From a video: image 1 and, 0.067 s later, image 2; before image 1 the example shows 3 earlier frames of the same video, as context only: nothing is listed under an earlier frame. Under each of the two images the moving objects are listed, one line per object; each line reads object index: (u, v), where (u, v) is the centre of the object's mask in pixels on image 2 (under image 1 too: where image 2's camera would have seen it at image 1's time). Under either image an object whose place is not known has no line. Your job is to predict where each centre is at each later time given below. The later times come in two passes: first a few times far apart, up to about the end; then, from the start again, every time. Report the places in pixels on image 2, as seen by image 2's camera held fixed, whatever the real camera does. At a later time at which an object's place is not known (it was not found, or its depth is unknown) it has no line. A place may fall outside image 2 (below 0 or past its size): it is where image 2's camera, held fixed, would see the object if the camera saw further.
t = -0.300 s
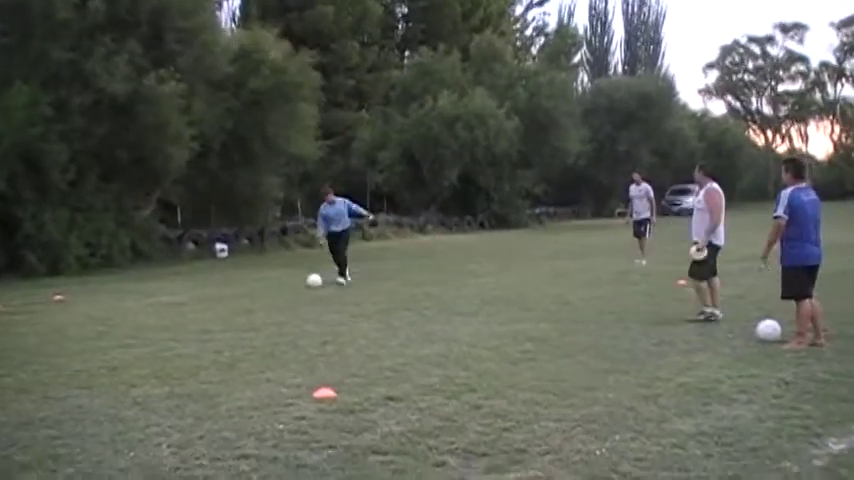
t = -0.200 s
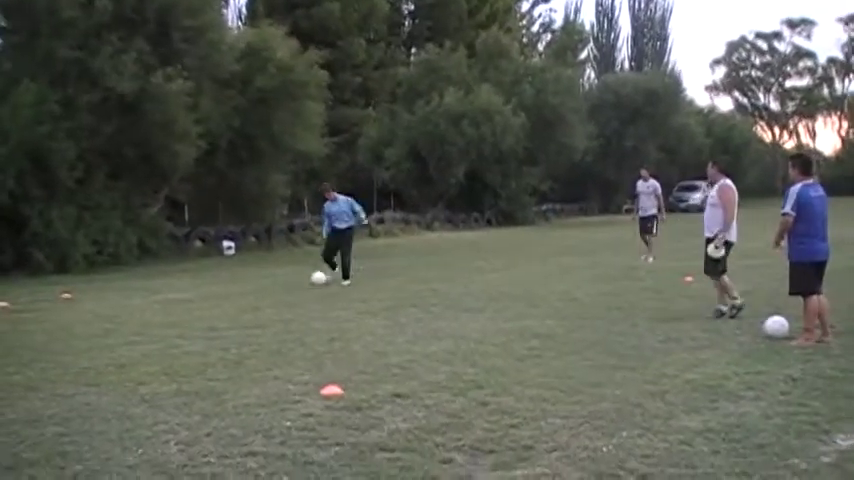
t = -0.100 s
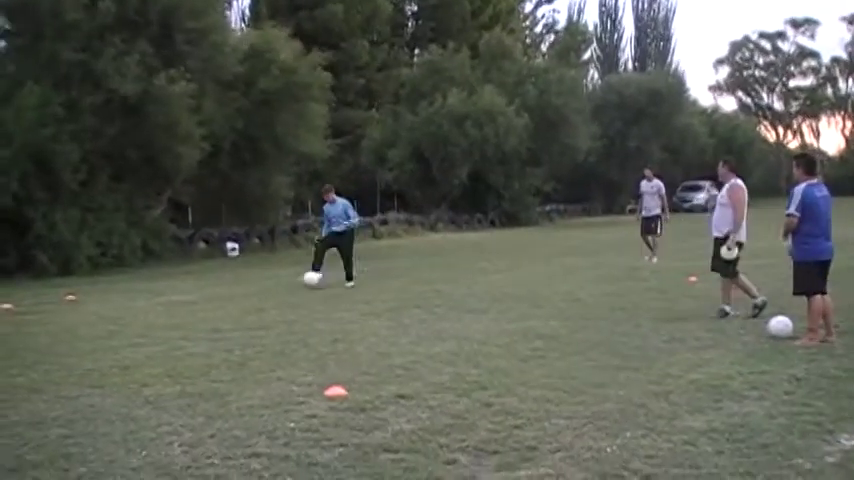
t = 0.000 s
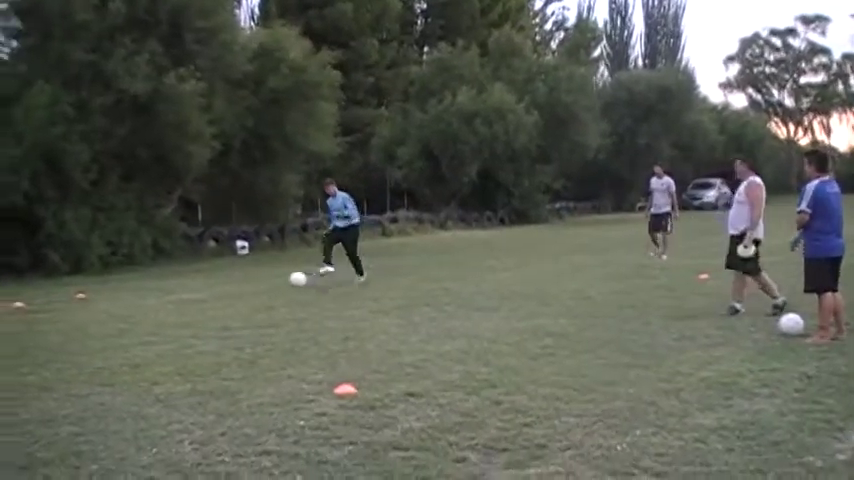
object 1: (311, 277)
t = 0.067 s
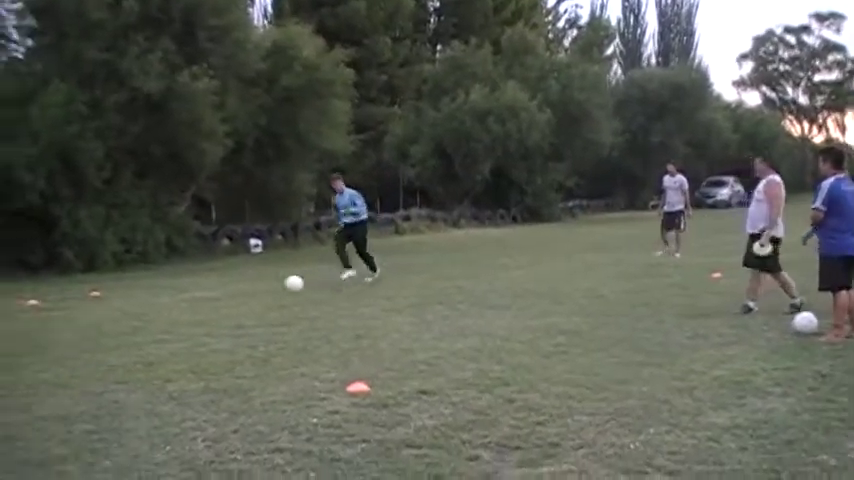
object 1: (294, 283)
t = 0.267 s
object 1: (244, 320)
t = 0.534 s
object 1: (172, 373)
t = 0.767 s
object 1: (89, 430)
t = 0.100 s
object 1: (286, 287)
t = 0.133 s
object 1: (277, 294)
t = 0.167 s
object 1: (269, 302)
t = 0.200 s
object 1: (261, 312)
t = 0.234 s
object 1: (252, 320)
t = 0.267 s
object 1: (244, 320)
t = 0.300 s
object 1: (236, 321)
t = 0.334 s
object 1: (228, 323)
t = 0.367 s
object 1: (220, 327)
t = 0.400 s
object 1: (211, 333)
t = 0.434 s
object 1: (202, 339)
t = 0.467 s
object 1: (192, 349)
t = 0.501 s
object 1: (182, 362)
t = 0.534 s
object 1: (172, 373)
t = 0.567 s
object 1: (162, 376)
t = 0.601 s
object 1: (151, 378)
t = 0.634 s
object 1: (141, 383)
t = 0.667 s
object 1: (129, 391)
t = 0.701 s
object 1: (116, 401)
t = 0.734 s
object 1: (102, 416)
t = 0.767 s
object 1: (89, 430)
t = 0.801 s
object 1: (71, 436)
